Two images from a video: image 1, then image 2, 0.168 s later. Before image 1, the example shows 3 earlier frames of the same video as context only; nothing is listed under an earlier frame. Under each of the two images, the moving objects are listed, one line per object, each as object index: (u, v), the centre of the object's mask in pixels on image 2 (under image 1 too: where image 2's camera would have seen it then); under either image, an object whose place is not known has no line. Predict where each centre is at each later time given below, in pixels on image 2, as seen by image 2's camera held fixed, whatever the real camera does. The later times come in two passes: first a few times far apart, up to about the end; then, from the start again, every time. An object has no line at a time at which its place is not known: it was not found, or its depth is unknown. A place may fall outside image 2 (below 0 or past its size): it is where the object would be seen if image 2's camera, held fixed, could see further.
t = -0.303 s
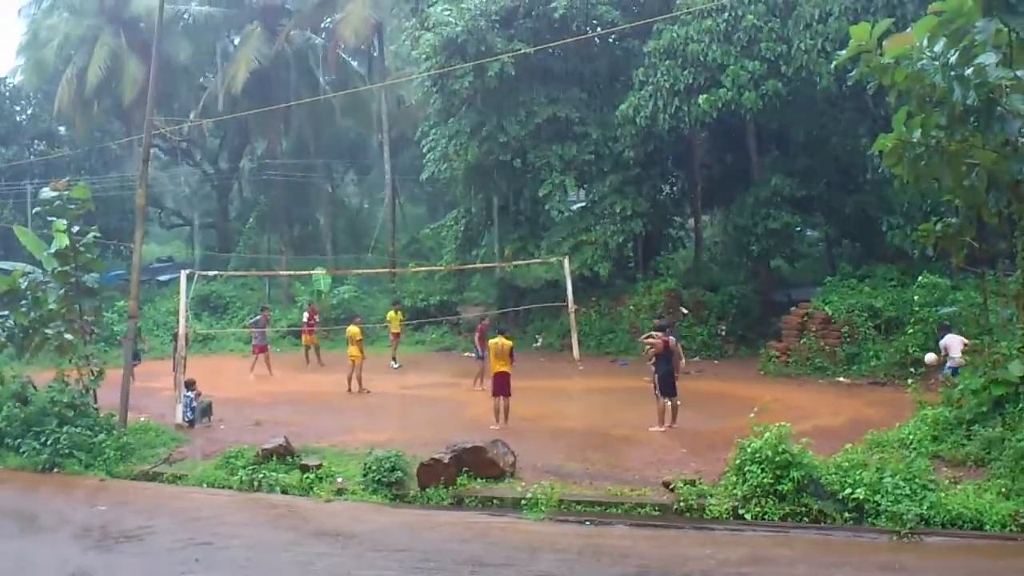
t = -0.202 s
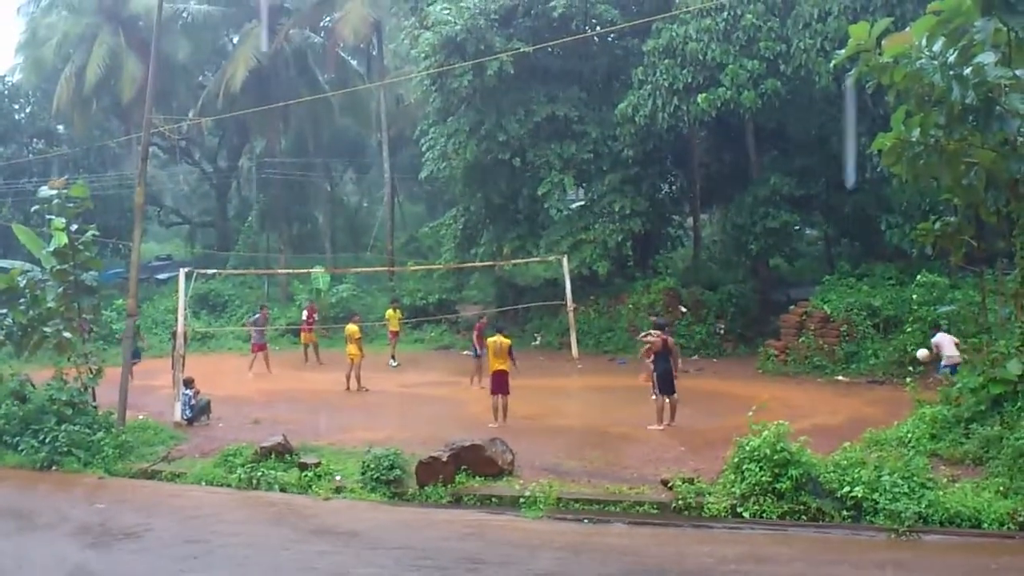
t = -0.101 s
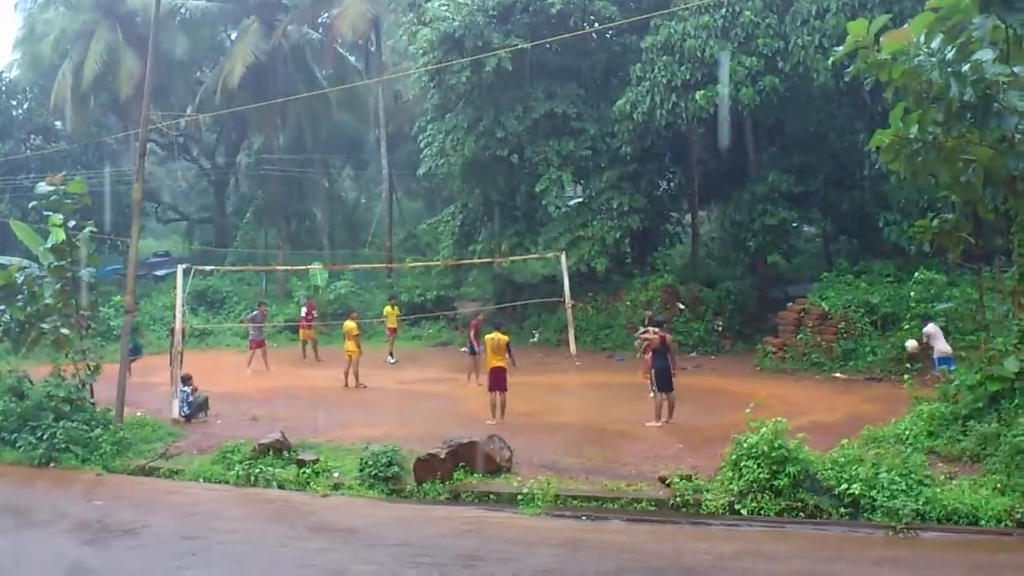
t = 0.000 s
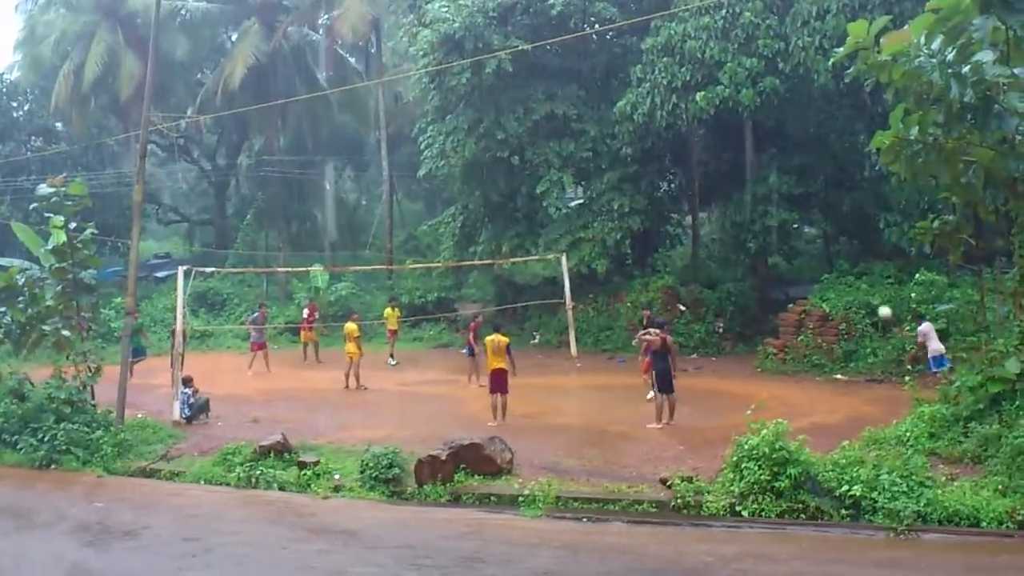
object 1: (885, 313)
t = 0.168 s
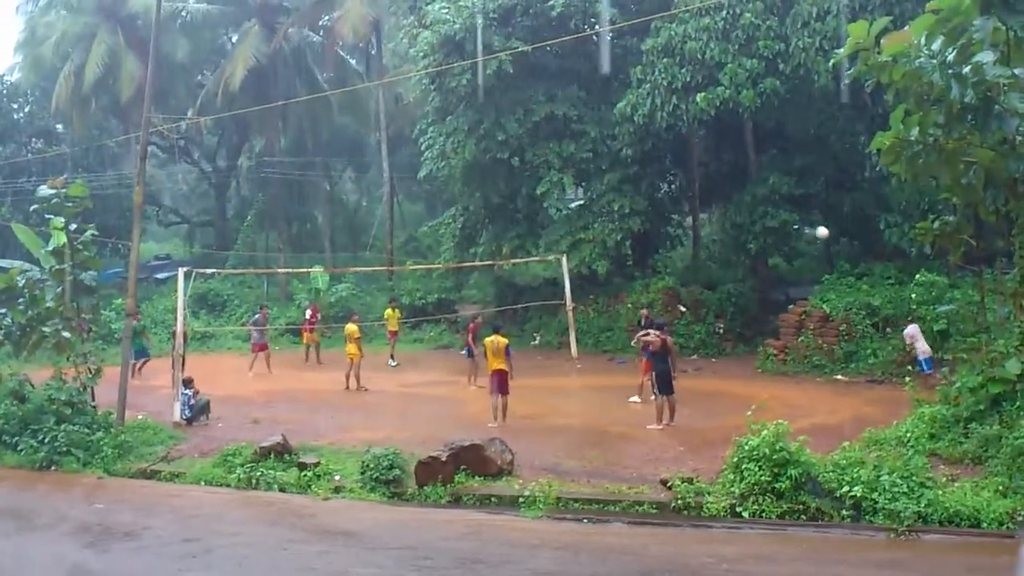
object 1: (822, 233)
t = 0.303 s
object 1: (775, 183)
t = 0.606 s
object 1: (683, 114)
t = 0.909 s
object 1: (605, 96)
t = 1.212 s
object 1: (538, 121)
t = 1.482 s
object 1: (485, 175)
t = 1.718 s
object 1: (443, 241)
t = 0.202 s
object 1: (810, 219)
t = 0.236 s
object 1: (798, 206)
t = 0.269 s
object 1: (786, 194)
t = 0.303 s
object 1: (775, 183)
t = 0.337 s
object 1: (766, 172)
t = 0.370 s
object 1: (755, 162)
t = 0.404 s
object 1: (743, 154)
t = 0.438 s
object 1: (733, 145)
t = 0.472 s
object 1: (723, 138)
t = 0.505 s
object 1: (713, 131)
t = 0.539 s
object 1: (703, 125)
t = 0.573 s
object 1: (693, 119)
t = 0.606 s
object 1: (683, 114)
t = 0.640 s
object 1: (674, 109)
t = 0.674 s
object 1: (665, 106)
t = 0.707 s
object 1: (656, 102)
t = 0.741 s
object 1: (647, 99)
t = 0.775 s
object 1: (639, 97)
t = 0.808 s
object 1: (630, 96)
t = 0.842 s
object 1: (621, 96)
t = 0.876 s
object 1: (614, 96)
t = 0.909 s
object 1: (605, 96)
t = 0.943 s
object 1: (597, 97)
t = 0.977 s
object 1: (589, 98)
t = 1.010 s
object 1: (581, 100)
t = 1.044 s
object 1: (574, 102)
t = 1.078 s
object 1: (566, 105)
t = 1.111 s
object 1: (559, 108)
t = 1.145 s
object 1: (552, 112)
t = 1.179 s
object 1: (545, 116)
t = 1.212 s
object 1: (538, 121)
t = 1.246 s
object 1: (531, 126)
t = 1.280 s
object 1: (524, 132)
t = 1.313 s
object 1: (517, 138)
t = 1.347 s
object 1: (510, 145)
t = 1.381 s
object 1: (503, 152)
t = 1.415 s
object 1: (497, 159)
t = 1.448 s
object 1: (491, 166)
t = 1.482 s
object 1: (485, 175)
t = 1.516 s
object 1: (479, 183)
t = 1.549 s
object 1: (473, 192)
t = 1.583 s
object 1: (467, 201)
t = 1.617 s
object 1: (461, 211)
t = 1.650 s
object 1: (455, 221)
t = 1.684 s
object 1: (449, 231)
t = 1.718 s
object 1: (443, 241)
